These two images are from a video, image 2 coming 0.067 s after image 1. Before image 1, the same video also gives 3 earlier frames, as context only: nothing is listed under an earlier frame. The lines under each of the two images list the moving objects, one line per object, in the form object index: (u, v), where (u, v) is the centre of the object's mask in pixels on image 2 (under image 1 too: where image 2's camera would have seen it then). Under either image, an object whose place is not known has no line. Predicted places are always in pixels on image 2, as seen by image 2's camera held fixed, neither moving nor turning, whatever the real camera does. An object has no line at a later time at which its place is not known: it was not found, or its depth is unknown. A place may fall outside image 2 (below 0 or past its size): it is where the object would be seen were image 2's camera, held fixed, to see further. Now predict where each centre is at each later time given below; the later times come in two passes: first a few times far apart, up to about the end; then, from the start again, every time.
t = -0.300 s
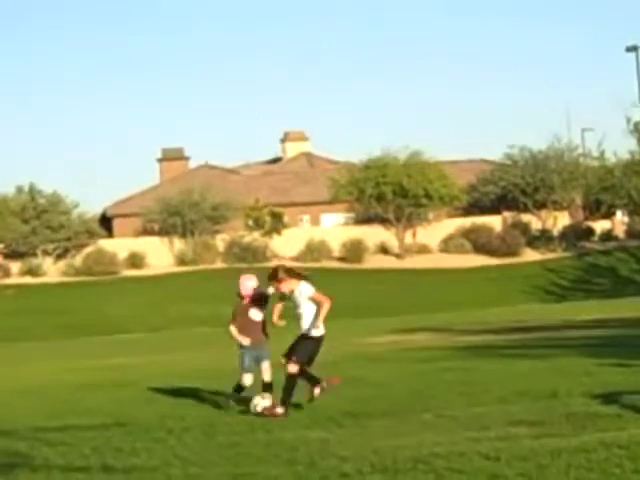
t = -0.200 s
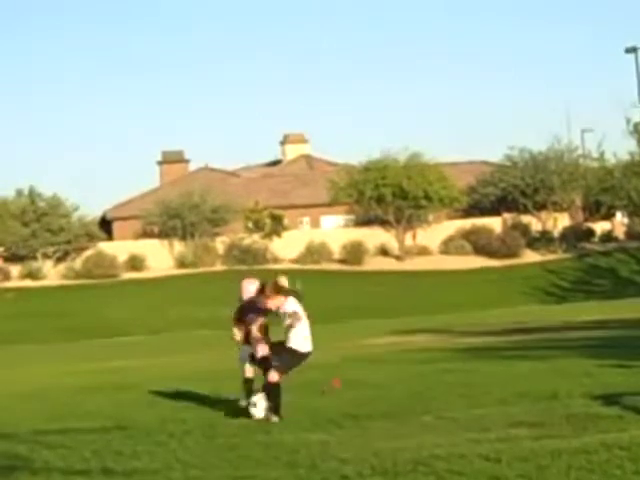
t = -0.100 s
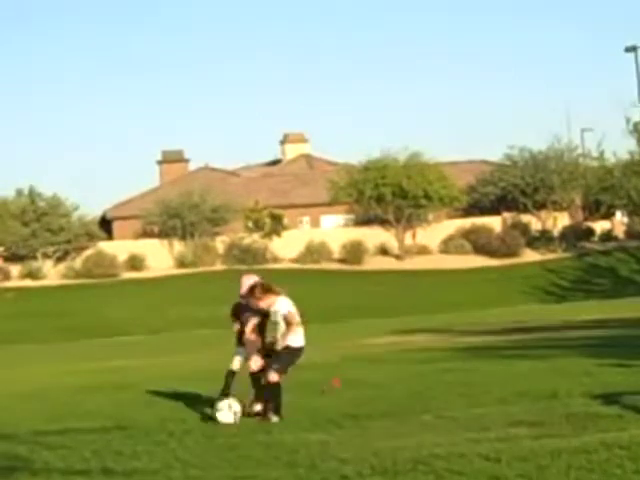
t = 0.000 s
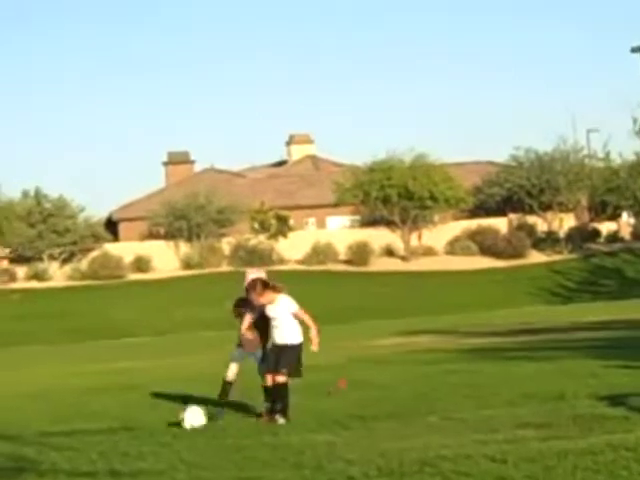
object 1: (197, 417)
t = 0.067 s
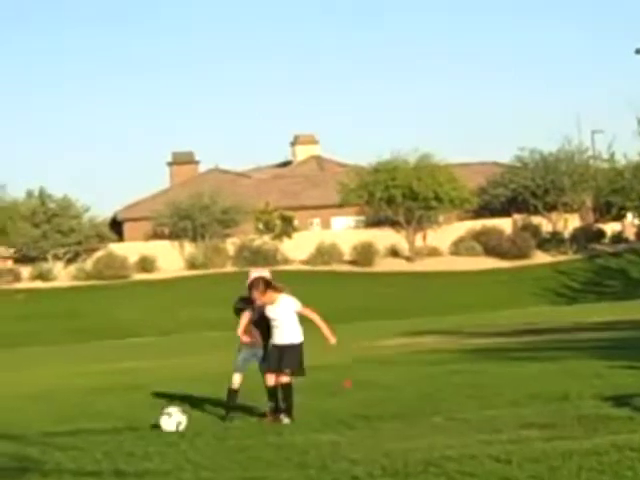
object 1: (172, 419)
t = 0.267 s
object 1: (104, 426)
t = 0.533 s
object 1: (18, 433)
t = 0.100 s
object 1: (161, 419)
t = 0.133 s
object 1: (149, 419)
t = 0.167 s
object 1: (138, 421)
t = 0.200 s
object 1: (127, 424)
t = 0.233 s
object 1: (115, 426)
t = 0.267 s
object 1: (104, 426)
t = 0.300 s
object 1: (93, 426)
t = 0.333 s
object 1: (82, 427)
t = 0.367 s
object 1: (70, 429)
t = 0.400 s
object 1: (59, 429)
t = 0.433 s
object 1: (49, 430)
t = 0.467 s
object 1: (39, 431)
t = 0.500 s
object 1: (29, 431)
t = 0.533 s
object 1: (18, 433)
